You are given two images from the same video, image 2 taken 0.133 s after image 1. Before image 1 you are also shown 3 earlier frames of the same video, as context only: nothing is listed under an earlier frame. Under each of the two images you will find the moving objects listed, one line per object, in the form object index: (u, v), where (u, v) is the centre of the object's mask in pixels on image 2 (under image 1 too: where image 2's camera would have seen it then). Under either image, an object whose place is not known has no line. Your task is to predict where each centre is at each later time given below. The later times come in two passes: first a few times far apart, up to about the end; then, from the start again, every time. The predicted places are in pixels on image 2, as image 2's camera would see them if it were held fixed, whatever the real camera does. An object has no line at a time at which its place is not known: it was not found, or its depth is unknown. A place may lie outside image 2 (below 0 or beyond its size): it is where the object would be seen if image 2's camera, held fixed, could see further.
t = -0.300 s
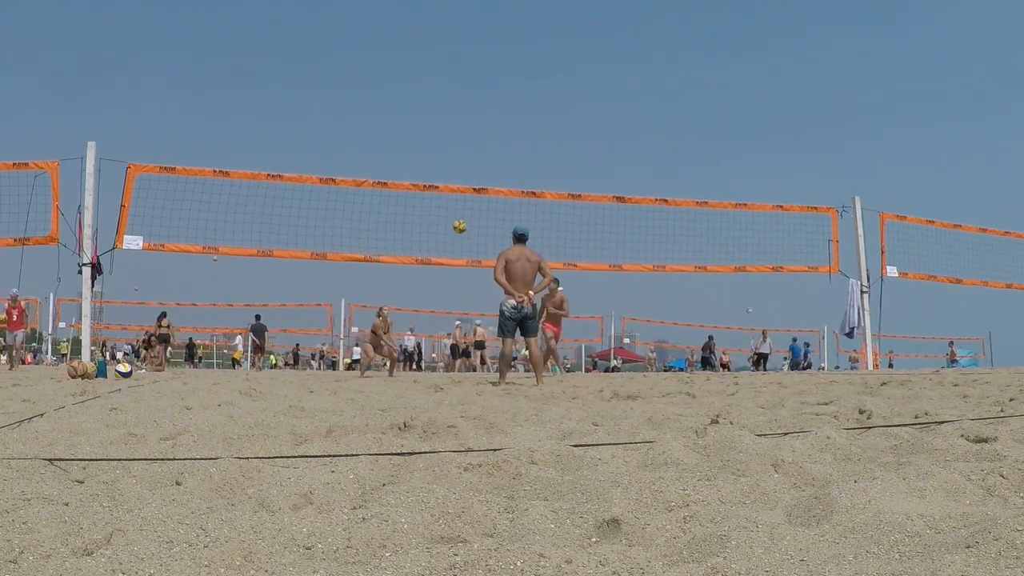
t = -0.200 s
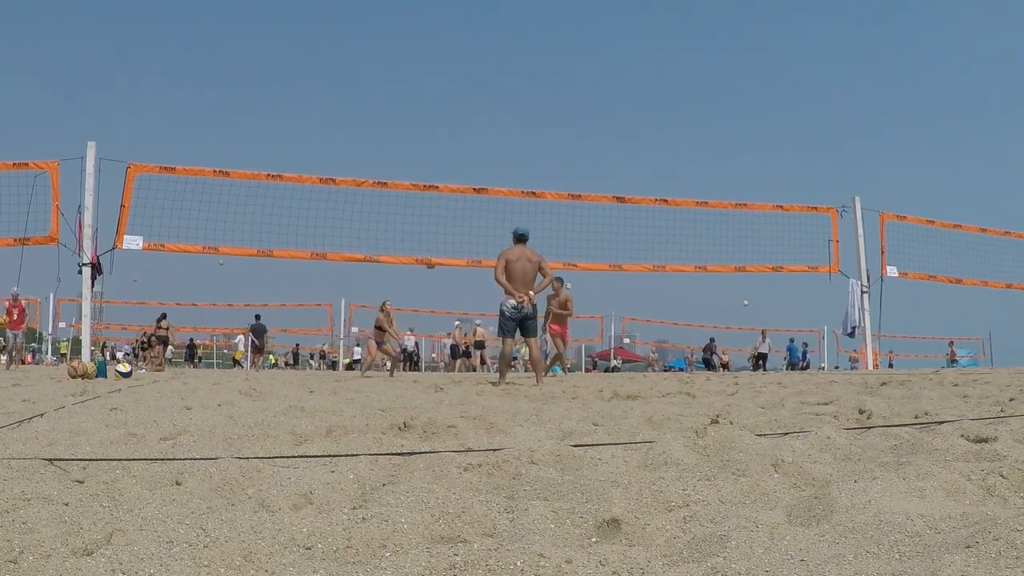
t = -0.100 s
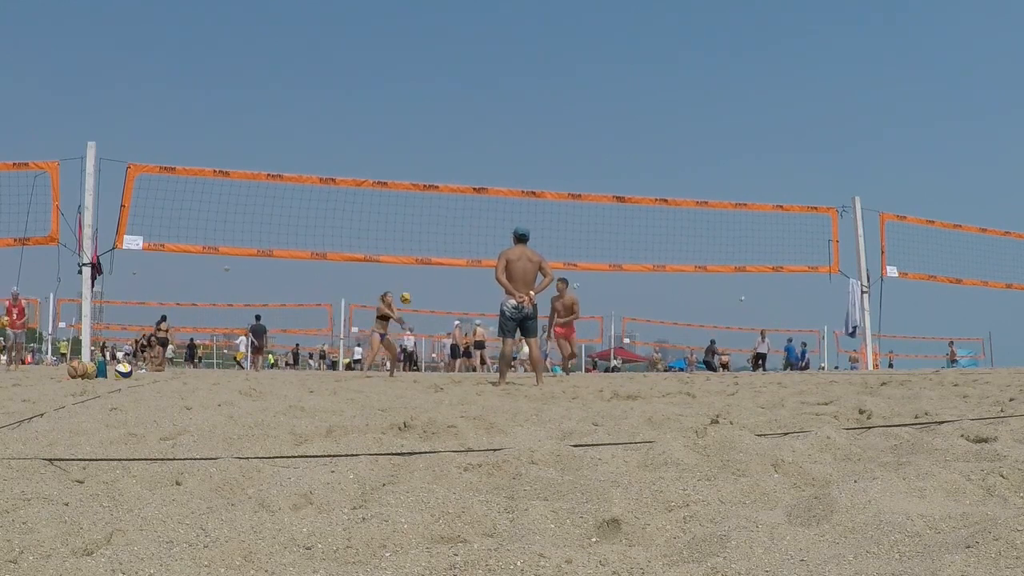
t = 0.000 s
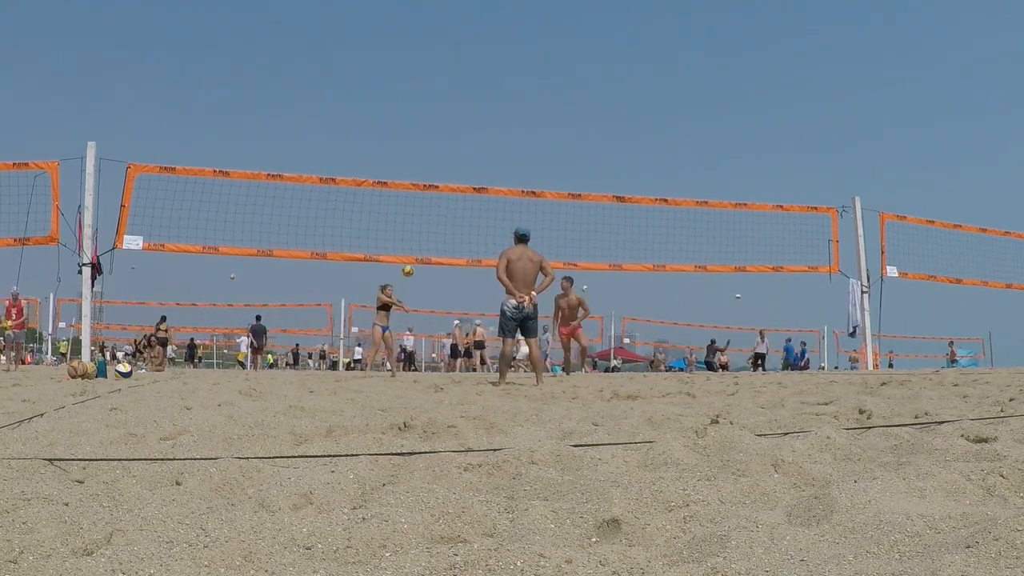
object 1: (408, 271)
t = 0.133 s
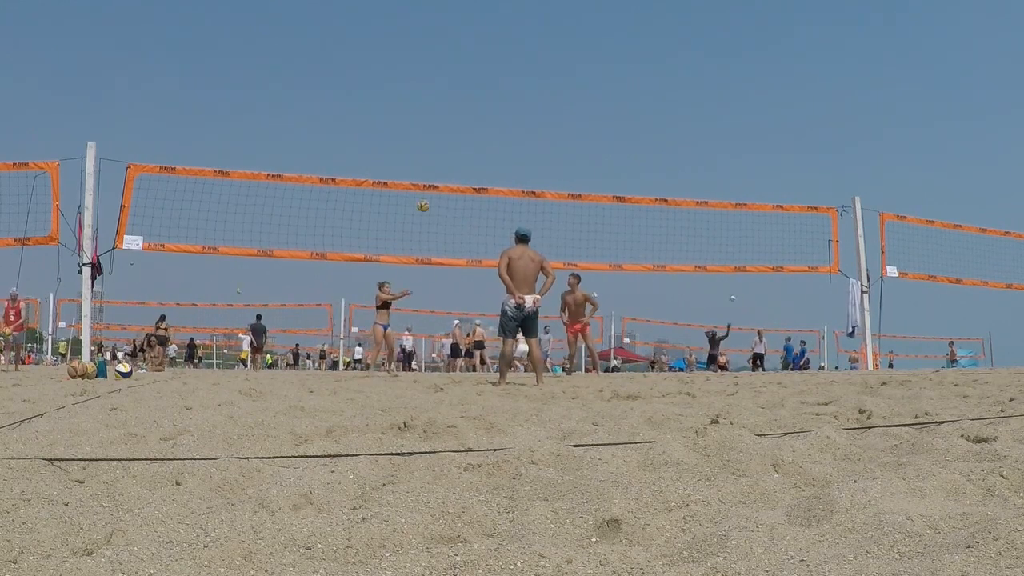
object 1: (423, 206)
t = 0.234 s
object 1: (434, 164)
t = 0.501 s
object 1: (460, 83)
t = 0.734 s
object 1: (479, 43)
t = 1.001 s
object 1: (498, 34)
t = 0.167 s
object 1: (427, 194)
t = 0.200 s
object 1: (430, 177)
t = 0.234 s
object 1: (434, 164)
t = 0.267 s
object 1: (437, 152)
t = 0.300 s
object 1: (441, 140)
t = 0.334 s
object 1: (445, 129)
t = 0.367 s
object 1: (447, 118)
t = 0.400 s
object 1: (451, 108)
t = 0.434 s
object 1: (454, 99)
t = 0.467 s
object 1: (457, 90)
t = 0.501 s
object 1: (460, 83)
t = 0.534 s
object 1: (463, 75)
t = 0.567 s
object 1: (465, 68)
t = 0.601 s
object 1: (467, 62)
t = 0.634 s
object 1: (471, 57)
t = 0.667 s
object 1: (474, 51)
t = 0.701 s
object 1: (476, 47)
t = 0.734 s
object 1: (479, 43)
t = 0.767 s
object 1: (481, 40)
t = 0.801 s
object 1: (483, 38)
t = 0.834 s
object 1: (486, 36)
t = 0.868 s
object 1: (489, 34)
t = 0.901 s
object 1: (491, 33)
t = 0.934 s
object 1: (493, 33)
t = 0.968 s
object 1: (495, 34)
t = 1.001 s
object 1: (498, 34)
